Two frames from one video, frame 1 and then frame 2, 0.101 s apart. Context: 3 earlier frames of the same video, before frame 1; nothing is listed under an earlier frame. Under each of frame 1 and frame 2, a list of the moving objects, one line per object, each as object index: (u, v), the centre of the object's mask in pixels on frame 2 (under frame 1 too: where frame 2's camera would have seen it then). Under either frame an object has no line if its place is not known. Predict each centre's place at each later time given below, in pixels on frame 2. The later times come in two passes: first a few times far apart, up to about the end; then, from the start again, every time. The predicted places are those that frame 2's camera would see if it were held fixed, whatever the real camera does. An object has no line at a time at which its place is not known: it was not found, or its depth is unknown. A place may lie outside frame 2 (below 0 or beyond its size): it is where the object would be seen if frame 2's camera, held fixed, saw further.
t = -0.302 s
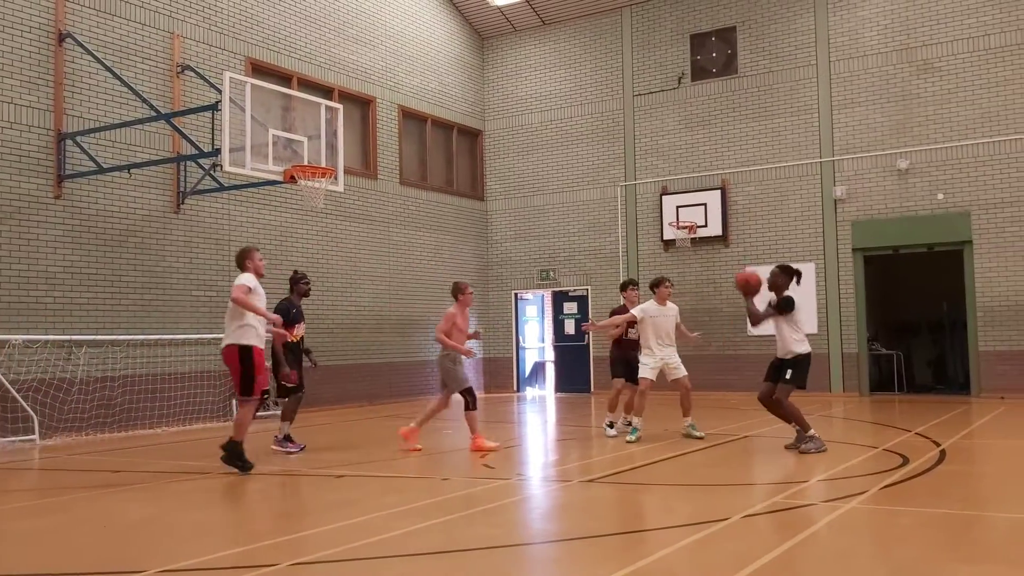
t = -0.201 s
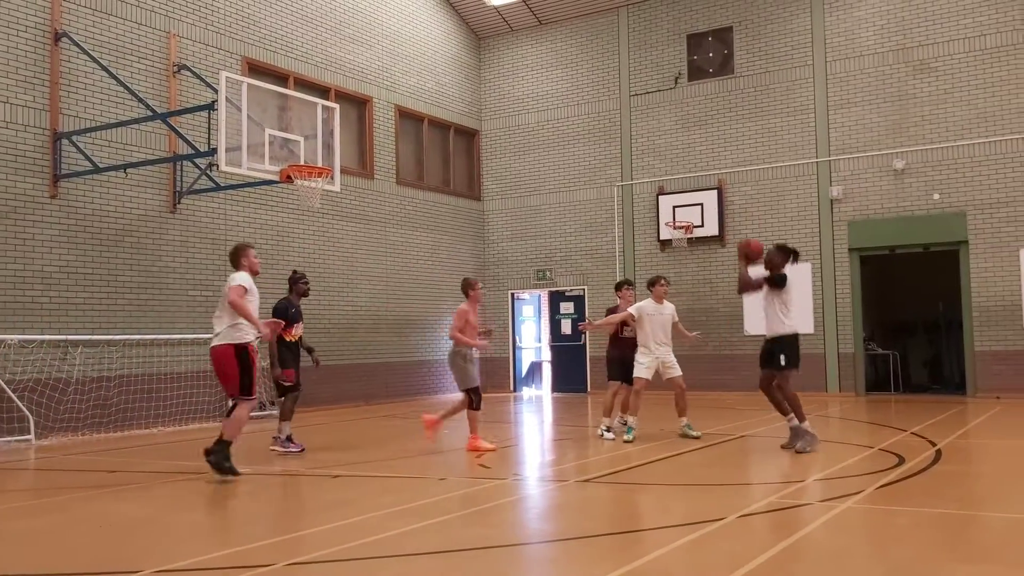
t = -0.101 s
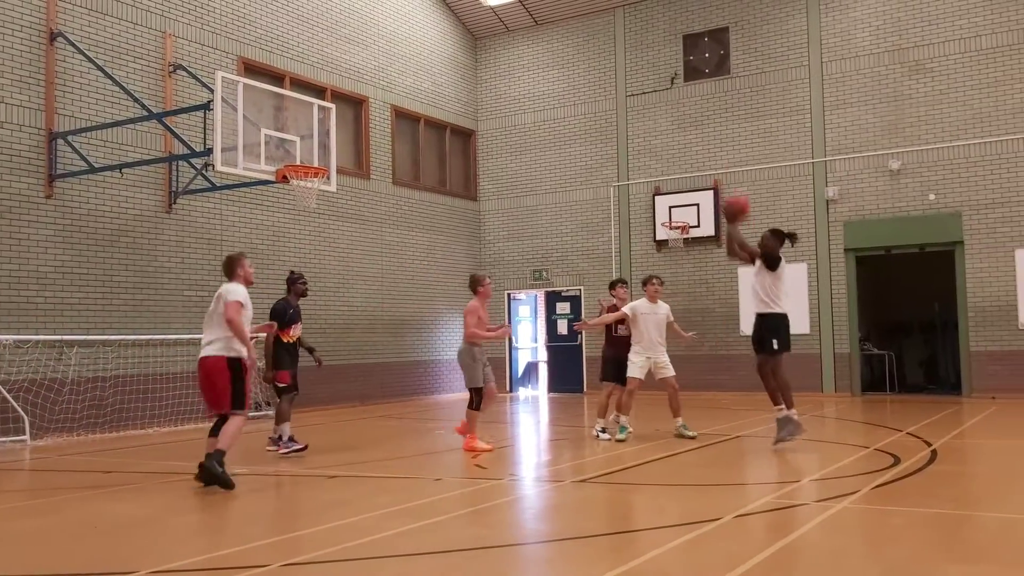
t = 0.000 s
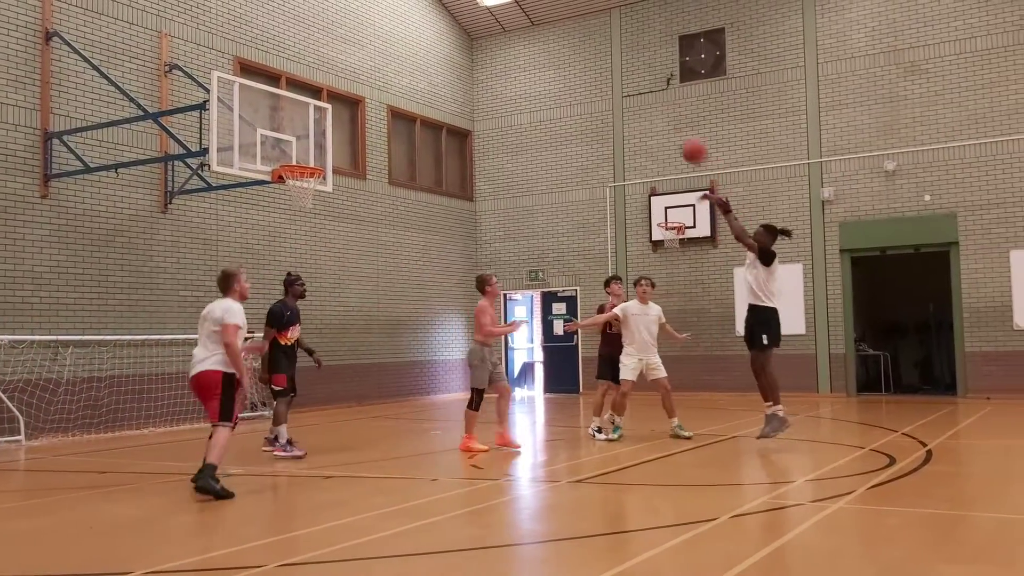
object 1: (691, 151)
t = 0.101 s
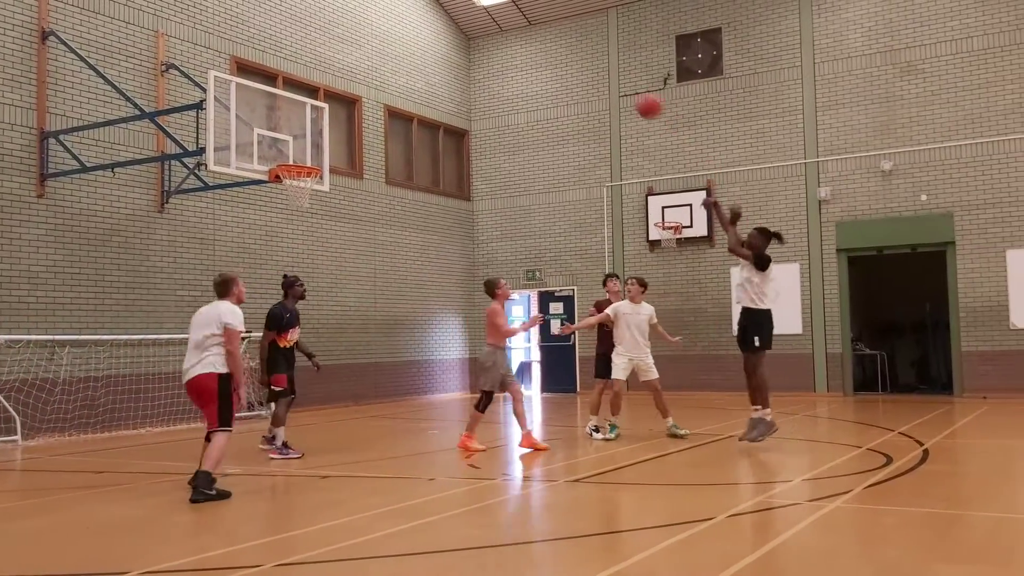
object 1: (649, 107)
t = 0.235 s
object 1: (596, 63)
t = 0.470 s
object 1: (511, 33)
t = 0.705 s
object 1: (434, 51)
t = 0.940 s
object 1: (363, 116)
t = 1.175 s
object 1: (342, 199)
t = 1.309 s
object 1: (363, 248)
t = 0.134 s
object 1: (636, 95)
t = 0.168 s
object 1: (622, 82)
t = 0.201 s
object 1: (609, 72)
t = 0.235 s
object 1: (596, 63)
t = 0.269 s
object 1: (583, 55)
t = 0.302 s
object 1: (571, 49)
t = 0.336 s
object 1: (559, 44)
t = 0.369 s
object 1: (547, 38)
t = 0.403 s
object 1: (535, 36)
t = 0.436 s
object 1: (523, 33)
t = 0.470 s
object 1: (511, 33)
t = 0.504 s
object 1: (500, 32)
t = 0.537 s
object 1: (488, 32)
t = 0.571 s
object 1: (476, 34)
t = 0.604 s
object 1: (465, 35)
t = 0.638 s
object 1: (456, 39)
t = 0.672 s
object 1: (445, 45)
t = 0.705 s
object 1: (434, 51)
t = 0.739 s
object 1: (423, 58)
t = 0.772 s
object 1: (413, 65)
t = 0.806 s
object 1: (403, 73)
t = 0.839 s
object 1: (394, 82)
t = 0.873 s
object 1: (383, 93)
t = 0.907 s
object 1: (373, 104)
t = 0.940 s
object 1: (363, 116)
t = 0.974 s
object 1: (354, 127)
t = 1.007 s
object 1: (345, 140)
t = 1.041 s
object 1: (335, 155)
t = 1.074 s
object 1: (329, 170)
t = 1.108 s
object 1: (331, 178)
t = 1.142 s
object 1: (337, 189)
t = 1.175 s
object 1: (342, 199)
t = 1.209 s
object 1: (348, 210)
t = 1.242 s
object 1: (353, 222)
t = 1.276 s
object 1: (358, 235)
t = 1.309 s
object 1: (363, 248)
